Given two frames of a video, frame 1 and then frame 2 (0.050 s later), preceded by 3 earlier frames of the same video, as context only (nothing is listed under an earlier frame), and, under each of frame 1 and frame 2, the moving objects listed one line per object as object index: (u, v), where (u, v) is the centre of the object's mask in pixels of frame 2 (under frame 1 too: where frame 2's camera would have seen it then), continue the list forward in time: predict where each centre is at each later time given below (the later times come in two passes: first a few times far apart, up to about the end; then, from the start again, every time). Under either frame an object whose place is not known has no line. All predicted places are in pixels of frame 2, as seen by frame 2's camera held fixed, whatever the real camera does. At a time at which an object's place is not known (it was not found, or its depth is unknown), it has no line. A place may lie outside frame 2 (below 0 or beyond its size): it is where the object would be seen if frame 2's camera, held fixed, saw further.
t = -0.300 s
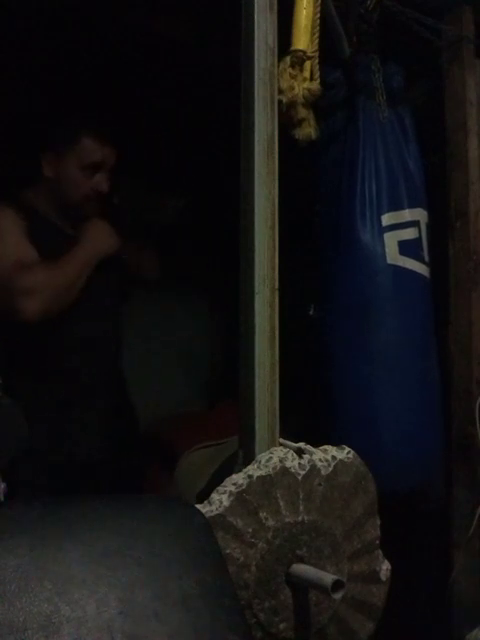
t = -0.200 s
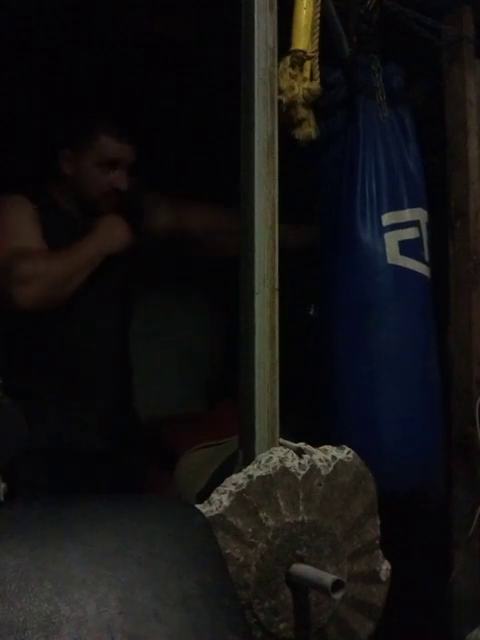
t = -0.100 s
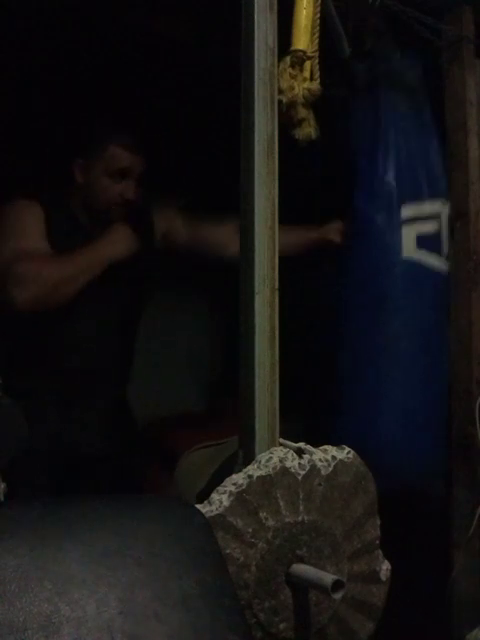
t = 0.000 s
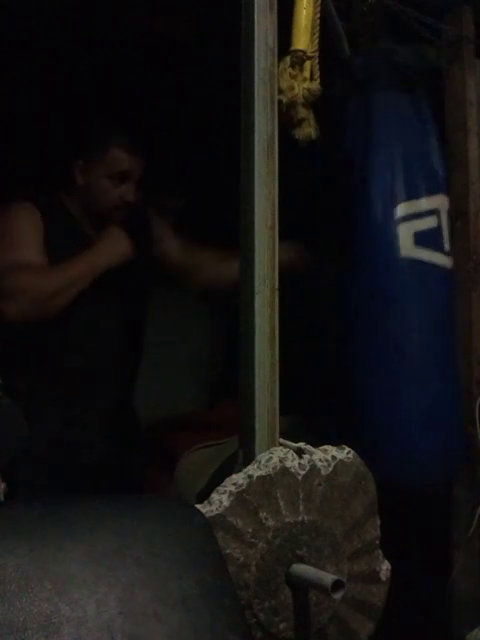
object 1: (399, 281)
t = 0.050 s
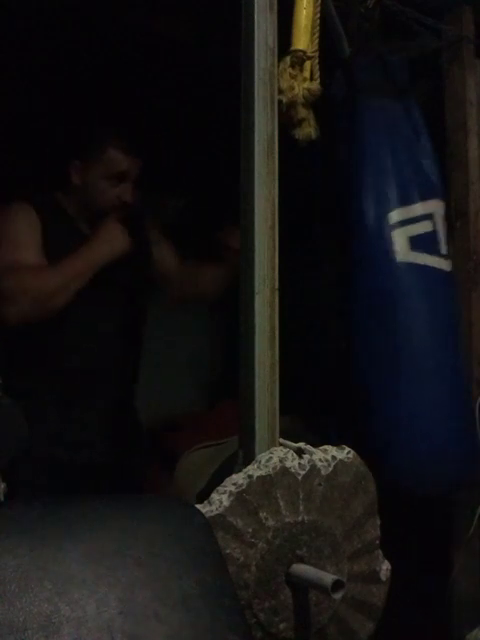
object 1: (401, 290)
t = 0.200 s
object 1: (411, 293)
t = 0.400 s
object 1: (412, 293)
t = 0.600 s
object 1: (403, 294)
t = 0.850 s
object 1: (379, 290)
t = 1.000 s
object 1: (364, 281)
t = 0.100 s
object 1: (406, 300)
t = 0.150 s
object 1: (409, 295)
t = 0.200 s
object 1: (411, 293)
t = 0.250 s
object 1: (413, 294)
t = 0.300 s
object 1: (413, 292)
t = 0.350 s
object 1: (413, 292)
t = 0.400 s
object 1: (412, 293)
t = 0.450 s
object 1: (411, 293)
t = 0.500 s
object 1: (409, 293)
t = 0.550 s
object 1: (407, 293)
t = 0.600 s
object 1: (403, 294)
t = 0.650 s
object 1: (399, 291)
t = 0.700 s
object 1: (394, 290)
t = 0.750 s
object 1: (388, 289)
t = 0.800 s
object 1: (384, 289)
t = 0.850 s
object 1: (379, 290)
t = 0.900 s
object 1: (373, 286)
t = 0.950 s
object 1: (368, 282)
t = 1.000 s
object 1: (364, 281)
